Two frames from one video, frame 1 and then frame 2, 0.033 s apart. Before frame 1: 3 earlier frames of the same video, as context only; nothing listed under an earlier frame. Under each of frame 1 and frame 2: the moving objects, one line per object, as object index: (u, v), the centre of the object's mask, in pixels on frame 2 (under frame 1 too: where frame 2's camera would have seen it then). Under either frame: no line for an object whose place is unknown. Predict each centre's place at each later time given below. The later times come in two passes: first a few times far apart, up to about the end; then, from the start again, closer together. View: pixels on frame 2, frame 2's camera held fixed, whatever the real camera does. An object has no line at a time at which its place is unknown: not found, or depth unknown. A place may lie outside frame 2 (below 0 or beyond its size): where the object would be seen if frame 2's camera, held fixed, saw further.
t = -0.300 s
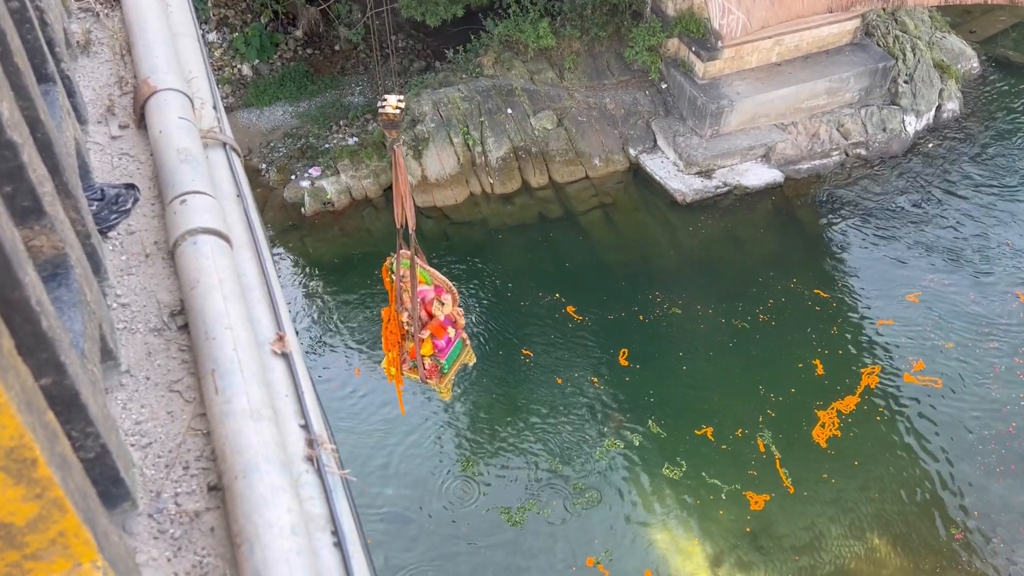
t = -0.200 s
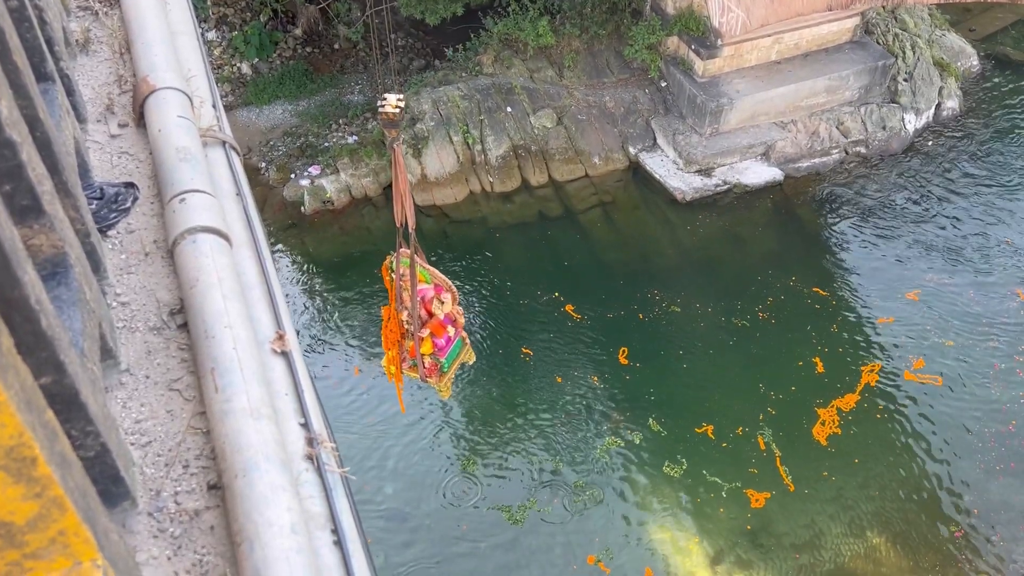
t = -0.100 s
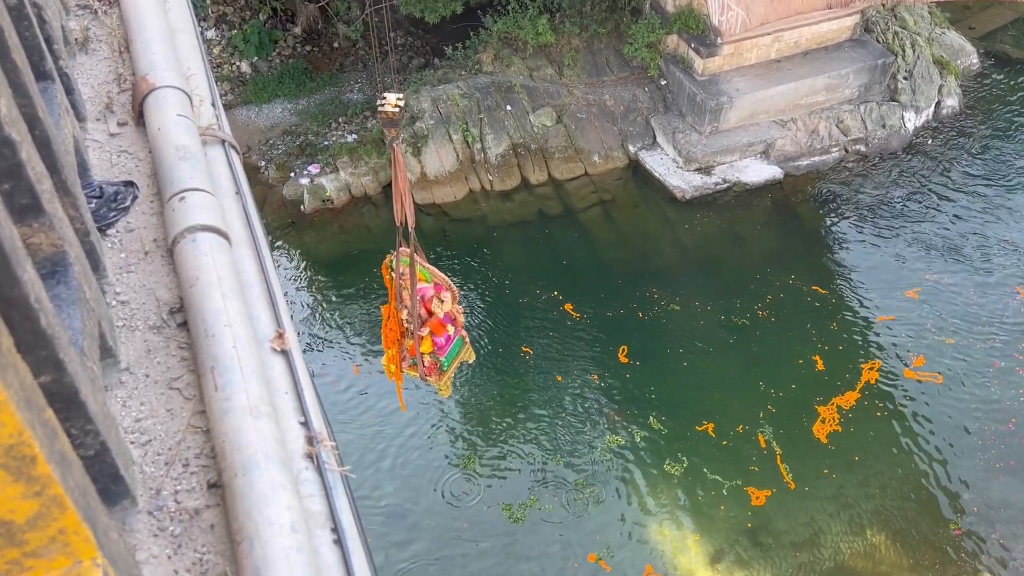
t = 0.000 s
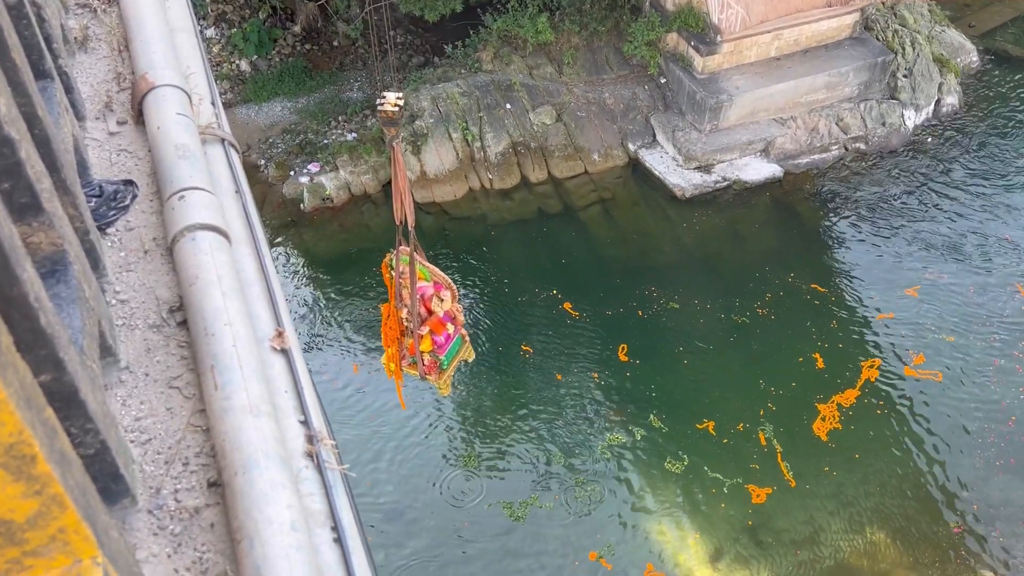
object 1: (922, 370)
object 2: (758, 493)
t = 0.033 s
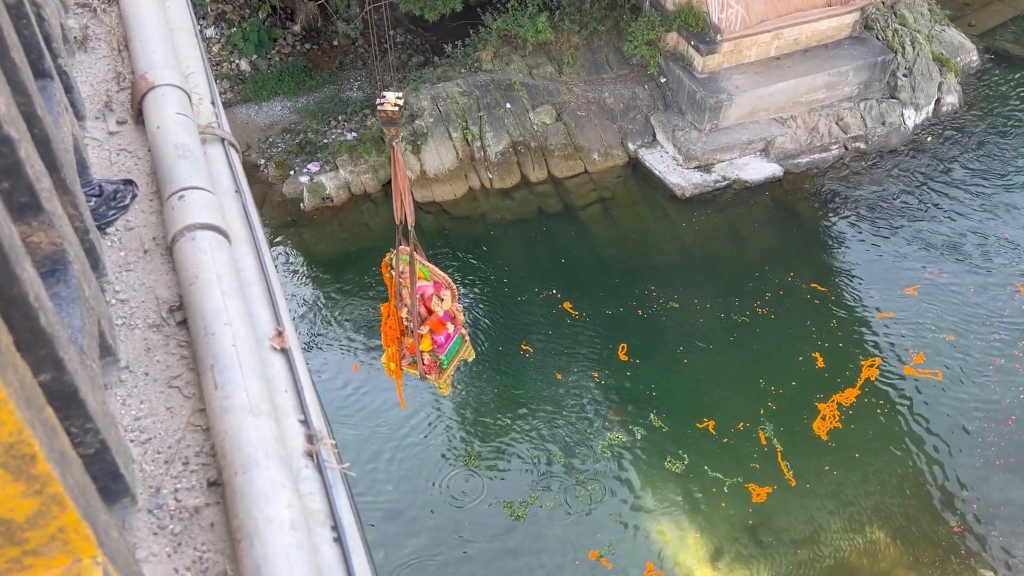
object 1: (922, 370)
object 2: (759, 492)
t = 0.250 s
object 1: (922, 369)
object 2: (760, 491)
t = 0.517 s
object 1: (923, 367)
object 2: (763, 490)
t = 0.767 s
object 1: (923, 366)
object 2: (765, 489)
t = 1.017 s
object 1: (925, 366)
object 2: (767, 487)
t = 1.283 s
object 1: (925, 365)
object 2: (769, 486)
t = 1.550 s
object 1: (926, 365)
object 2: (771, 485)
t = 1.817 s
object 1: (928, 364)
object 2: (773, 484)
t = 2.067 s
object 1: (928, 363)
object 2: (775, 482)
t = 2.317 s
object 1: (929, 363)
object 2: (777, 481)
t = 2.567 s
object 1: (930, 362)
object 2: (778, 480)
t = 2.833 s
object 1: (931, 362)
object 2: (780, 479)
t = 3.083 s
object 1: (932, 361)
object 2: (782, 478)
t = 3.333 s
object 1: (932, 361)
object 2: (784, 477)
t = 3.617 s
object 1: (933, 360)
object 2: (786, 475)
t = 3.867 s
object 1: (935, 359)
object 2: (787, 474)
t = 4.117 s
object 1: (935, 359)
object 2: (789, 473)
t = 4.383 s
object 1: (936, 359)
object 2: (791, 472)
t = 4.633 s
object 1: (937, 358)
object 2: (792, 471)
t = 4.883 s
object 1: (938, 357)
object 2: (794, 470)
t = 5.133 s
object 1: (939, 357)
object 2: (795, 469)
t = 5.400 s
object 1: (939, 356)
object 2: (797, 468)
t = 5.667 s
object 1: (940, 356)
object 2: (799, 467)
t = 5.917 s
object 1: (942, 355)
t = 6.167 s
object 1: (942, 354)
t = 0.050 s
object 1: (923, 369)
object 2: (759, 492)
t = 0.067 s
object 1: (922, 369)
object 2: (759, 492)
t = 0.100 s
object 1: (922, 369)
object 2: (759, 492)
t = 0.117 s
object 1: (922, 369)
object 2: (759, 492)
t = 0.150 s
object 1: (923, 369)
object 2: (760, 492)
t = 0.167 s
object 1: (923, 369)
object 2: (760, 492)
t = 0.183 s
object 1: (923, 369)
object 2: (760, 492)
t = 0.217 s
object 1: (923, 369)
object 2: (760, 492)
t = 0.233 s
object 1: (923, 369)
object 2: (760, 491)
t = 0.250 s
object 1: (922, 369)
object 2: (760, 491)
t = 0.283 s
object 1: (923, 369)
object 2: (761, 491)
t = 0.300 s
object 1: (923, 369)
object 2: (761, 491)
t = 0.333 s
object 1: (923, 369)
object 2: (761, 491)
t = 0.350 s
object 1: (923, 368)
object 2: (761, 491)
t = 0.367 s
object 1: (923, 368)
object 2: (761, 491)
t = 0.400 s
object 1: (924, 368)
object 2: (762, 491)
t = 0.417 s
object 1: (924, 368)
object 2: (762, 490)
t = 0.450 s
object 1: (923, 367)
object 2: (762, 490)
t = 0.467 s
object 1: (923, 367)
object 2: (762, 490)
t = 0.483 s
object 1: (923, 367)
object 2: (762, 490)
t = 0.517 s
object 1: (923, 367)
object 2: (763, 490)
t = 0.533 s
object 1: (923, 367)
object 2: (763, 490)
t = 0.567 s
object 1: (923, 367)
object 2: (763, 490)
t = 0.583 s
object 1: (923, 367)
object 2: (763, 490)
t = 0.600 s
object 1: (922, 367)
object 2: (763, 489)
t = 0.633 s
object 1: (924, 367)
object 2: (764, 489)
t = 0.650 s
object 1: (923, 366)
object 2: (764, 489)
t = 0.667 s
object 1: (923, 367)
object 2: (764, 489)
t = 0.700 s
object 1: (923, 366)
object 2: (764, 489)
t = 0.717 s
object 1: (923, 367)
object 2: (764, 489)
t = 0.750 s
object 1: (923, 367)
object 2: (765, 489)
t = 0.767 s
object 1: (923, 366)
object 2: (765, 489)
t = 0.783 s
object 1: (923, 366)
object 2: (765, 489)
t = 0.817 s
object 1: (924, 366)
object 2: (765, 489)
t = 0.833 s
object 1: (923, 366)
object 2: (765, 488)
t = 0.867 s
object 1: (924, 366)
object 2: (765, 488)
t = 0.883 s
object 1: (925, 366)
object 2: (766, 488)
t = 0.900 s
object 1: (924, 366)
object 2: (766, 488)
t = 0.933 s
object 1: (924, 366)
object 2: (766, 488)
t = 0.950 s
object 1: (924, 366)
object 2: (766, 488)
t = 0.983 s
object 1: (924, 366)
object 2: (767, 487)
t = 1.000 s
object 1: (923, 366)
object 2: (767, 487)
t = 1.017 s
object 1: (925, 366)
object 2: (767, 487)
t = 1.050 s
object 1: (925, 366)
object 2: (767, 487)
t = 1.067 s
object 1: (925, 366)
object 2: (767, 487)
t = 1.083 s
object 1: (925, 366)
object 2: (767, 487)
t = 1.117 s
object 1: (925, 366)
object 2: (768, 487)
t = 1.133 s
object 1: (926, 366)
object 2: (768, 487)
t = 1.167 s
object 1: (925, 366)
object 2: (768, 487)
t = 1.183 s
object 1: (926, 366)
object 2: (768, 486)
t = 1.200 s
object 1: (926, 366)
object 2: (768, 486)
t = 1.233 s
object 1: (925, 365)
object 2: (769, 486)
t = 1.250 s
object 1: (925, 366)
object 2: (769, 486)
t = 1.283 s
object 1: (925, 365)
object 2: (769, 486)
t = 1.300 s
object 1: (925, 365)
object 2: (769, 486)
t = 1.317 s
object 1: (926, 365)
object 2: (769, 486)
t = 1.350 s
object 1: (926, 365)
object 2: (769, 486)
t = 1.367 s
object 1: (926, 365)
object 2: (770, 486)
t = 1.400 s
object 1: (926, 365)
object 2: (770, 485)
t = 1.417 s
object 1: (926, 365)
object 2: (770, 486)
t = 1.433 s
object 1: (926, 365)
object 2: (770, 485)
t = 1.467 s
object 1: (926, 365)
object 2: (770, 485)
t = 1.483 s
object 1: (926, 365)
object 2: (771, 485)
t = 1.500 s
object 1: (925, 365)
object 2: (771, 485)
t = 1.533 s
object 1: (926, 365)
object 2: (771, 485)
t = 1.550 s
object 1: (926, 365)
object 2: (771, 485)
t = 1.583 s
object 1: (926, 364)
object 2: (771, 485)
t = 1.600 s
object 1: (926, 365)
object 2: (771, 484)
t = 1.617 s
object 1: (927, 364)
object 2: (771, 484)
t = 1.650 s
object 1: (927, 365)
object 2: (772, 484)
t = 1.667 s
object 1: (927, 365)
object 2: (772, 484)
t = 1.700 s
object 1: (927, 364)
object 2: (772, 484)
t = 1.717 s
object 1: (927, 364)
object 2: (772, 484)
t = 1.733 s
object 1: (927, 364)
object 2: (772, 484)
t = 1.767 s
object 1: (927, 364)
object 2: (773, 484)
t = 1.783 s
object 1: (927, 365)
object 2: (773, 484)
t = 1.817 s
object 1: (928, 364)
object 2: (773, 484)
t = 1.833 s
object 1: (927, 364)
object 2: (773, 484)
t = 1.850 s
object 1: (928, 364)
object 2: (773, 483)
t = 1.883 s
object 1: (928, 364)
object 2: (773, 483)
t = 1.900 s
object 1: (928, 364)
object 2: (773, 483)
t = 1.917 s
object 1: (928, 364)
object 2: (774, 483)
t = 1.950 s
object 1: (928, 364)
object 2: (774, 483)
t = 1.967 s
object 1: (928, 364)
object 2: (774, 483)
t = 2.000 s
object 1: (928, 364)
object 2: (774, 483)
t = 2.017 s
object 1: (928, 363)
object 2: (774, 483)
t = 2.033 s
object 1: (929, 363)
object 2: (774, 483)
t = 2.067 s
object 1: (928, 363)
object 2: (775, 482)
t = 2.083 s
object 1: (928, 363)
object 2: (775, 482)
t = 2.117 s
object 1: (929, 363)
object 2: (775, 482)
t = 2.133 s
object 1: (929, 363)
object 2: (775, 482)
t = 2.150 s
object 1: (928, 363)
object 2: (775, 482)
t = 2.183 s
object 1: (928, 363)
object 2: (776, 482)
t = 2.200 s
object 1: (928, 363)
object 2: (776, 482)
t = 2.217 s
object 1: (928, 363)
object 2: (776, 482)
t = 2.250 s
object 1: (928, 363)
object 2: (776, 481)
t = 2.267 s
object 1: (928, 363)
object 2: (776, 481)
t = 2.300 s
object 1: (929, 363)
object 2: (777, 481)
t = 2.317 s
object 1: (929, 363)
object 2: (777, 481)
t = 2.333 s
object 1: (929, 363)
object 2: (777, 481)
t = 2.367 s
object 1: (929, 363)
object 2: (777, 481)
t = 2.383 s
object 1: (930, 363)
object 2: (777, 481)
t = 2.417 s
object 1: (930, 363)
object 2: (777, 481)
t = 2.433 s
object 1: (929, 363)
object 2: (777, 481)
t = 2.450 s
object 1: (929, 363)
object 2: (778, 480)
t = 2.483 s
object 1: (929, 363)
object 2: (778, 480)
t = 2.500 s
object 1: (929, 362)
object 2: (778, 480)
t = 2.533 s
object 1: (929, 362)
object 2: (778, 480)
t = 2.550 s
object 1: (929, 362)
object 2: (778, 480)
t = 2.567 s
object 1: (930, 362)
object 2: (778, 480)
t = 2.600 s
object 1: (930, 362)
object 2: (779, 480)
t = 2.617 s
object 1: (930, 362)
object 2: (779, 480)
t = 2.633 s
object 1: (930, 362)
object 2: (779, 480)
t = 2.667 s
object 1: (930, 362)
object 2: (779, 480)
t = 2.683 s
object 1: (930, 362)
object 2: (779, 480)
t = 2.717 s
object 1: (931, 362)
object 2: (779, 479)
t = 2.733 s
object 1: (931, 362)
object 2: (780, 479)
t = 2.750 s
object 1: (931, 362)
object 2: (780, 479)
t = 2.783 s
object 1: (931, 362)
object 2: (780, 479)
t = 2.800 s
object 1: (931, 362)
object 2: (780, 479)
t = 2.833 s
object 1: (931, 362)
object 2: (780, 479)
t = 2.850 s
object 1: (931, 362)
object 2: (780, 479)
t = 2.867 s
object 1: (931, 361)
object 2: (781, 479)
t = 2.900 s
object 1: (931, 361)
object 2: (781, 478)
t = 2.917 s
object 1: (931, 361)
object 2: (781, 479)
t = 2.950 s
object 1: (932, 361)
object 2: (781, 478)
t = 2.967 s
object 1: (932, 361)
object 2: (781, 478)
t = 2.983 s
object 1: (932, 361)
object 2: (781, 478)
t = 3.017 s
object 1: (932, 361)
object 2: (782, 478)
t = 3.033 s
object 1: (932, 361)
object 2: (782, 478)
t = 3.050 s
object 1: (932, 361)
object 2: (782, 478)
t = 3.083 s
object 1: (932, 361)
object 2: (782, 478)
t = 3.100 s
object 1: (933, 361)
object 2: (782, 478)
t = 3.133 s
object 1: (932, 361)
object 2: (782, 478)
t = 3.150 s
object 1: (932, 361)
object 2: (783, 477)
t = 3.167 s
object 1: (932, 361)
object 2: (783, 477)
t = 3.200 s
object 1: (932, 361)
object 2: (783, 477)
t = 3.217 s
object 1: (932, 361)
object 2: (783, 477)
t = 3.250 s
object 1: (932, 361)
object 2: (783, 477)
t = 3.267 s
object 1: (932, 361)
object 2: (783, 477)
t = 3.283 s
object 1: (932, 361)
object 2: (783, 477)
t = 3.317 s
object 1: (932, 361)
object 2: (784, 477)
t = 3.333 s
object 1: (932, 361)
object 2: (784, 477)
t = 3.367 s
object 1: (932, 361)
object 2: (784, 476)
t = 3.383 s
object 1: (932, 360)
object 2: (784, 476)
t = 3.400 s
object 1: (932, 360)
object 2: (784, 476)
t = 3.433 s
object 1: (933, 360)
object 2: (785, 476)
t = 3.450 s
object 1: (933, 360)
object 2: (785, 476)
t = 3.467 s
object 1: (933, 360)
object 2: (785, 476)
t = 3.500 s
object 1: (933, 360)
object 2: (785, 476)
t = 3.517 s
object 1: (933, 360)
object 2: (785, 476)
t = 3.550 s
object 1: (934, 360)
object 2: (785, 476)
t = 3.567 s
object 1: (933, 360)
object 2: (785, 476)
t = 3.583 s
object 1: (934, 360)
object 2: (785, 476)
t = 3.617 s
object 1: (933, 360)
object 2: (786, 475)
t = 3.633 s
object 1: (934, 360)
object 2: (786, 475)
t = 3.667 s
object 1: (934, 360)
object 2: (786, 475)
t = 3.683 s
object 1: (933, 360)
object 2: (786, 475)
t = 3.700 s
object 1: (934, 360)
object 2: (786, 475)
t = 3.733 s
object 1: (934, 360)
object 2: (786, 475)
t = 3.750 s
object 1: (935, 360)
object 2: (787, 475)
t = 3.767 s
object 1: (935, 360)
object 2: (787, 475)
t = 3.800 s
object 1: (934, 360)
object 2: (787, 475)
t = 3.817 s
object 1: (934, 360)
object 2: (787, 475)
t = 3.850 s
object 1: (934, 359)
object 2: (787, 474)
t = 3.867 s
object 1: (935, 359)
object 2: (787, 474)
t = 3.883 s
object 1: (934, 359)
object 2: (787, 474)
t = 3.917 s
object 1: (935, 359)
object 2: (788, 474)
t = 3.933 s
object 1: (935, 359)
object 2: (788, 474)
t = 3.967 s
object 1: (935, 359)
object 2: (788, 474)
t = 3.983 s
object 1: (935, 359)
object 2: (788, 474)
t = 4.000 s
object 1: (935, 359)
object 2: (788, 474)
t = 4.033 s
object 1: (935, 359)
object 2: (789, 474)
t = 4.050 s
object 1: (935, 359)
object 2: (789, 474)
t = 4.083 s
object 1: (935, 359)
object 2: (789, 473)
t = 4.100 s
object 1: (935, 359)
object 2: (789, 473)
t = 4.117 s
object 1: (935, 359)
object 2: (789, 473)
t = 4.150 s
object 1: (935, 359)
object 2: (789, 473)
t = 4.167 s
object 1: (935, 359)
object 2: (789, 473)
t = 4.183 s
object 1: (936, 359)
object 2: (790, 473)
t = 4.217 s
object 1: (936, 359)
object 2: (790, 473)
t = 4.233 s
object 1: (935, 359)
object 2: (790, 473)
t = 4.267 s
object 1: (936, 359)
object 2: (790, 473)
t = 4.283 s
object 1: (936, 359)
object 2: (790, 473)
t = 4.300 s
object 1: (935, 359)
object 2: (790, 473)
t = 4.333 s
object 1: (935, 359)
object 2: (790, 472)
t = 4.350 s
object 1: (935, 359)
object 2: (790, 472)
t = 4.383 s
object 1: (936, 359)
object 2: (791, 472)
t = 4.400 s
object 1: (936, 359)
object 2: (791, 472)
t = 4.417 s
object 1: (936, 358)
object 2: (791, 472)
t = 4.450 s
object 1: (936, 358)
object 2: (791, 472)
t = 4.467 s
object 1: (937, 358)
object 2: (791, 472)
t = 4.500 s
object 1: (937, 358)
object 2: (791, 472)
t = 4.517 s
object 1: (936, 358)
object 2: (792, 472)
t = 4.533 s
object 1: (936, 359)
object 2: (792, 472)
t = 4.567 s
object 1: (937, 358)
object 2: (792, 471)
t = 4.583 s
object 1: (937, 358)
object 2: (792, 471)
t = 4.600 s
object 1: (936, 358)
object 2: (792, 471)
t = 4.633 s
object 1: (937, 358)
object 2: (792, 471)
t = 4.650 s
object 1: (937, 358)
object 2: (792, 471)
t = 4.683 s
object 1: (937, 358)
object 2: (792, 471)
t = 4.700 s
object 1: (937, 358)
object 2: (793, 471)
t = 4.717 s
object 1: (937, 358)
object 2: (793, 471)
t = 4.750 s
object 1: (937, 358)
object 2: (793, 471)
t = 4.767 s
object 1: (938, 358)
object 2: (793, 471)
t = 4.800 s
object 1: (937, 358)
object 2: (793, 470)
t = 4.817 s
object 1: (937, 358)
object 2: (793, 470)
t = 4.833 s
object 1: (937, 358)
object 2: (793, 470)
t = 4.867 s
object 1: (937, 358)
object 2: (794, 470)
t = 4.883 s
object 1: (938, 357)
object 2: (794, 470)
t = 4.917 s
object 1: (937, 357)
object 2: (794, 470)
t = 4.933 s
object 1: (937, 357)
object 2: (794, 470)
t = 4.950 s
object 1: (937, 357)
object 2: (794, 470)
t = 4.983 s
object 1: (937, 357)
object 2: (794, 470)
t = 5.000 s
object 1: (937, 357)
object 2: (795, 470)
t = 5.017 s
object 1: (938, 357)
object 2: (795, 470)
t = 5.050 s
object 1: (938, 357)
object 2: (795, 469)
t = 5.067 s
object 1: (938, 357)
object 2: (795, 469)
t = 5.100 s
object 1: (938, 357)
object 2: (795, 469)
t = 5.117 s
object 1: (938, 357)
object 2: (795, 469)
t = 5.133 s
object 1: (939, 357)
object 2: (795, 469)
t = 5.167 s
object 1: (939, 356)
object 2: (796, 469)
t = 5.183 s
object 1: (939, 356)
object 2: (796, 469)
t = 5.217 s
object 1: (939, 356)
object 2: (796, 469)
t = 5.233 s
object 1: (938, 357)
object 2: (796, 469)
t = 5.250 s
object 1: (939, 357)
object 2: (796, 469)
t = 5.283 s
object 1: (938, 357)
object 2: (796, 469)
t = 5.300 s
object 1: (939, 356)
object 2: (796, 469)
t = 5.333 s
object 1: (939, 357)
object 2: (797, 468)
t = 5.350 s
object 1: (939, 356)
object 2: (797, 468)
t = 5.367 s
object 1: (939, 356)
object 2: (797, 468)
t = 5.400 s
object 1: (939, 356)
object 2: (797, 468)
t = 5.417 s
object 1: (939, 356)
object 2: (797, 468)
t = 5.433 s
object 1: (940, 356)
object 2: (797, 468)
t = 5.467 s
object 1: (940, 356)
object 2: (797, 468)
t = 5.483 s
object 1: (940, 356)
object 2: (798, 468)
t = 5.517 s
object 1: (940, 356)
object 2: (798, 468)
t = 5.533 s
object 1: (939, 356)
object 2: (798, 467)
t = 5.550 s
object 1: (940, 356)
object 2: (798, 467)
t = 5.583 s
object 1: (941, 356)
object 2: (798, 467)
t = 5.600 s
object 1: (941, 355)
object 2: (798, 467)
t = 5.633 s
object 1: (940, 356)
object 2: (799, 467)
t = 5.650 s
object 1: (940, 356)
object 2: (799, 467)
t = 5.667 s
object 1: (940, 356)
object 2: (799, 467)
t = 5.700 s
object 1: (941, 355)
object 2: (799, 467)
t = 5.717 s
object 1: (941, 355)
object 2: (799, 467)
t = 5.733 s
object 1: (941, 355)
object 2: (799, 467)
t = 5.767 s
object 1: (941, 355)
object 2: (799, 466)
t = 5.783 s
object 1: (941, 355)
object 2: (799, 466)
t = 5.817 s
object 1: (940, 355)
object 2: (800, 466)
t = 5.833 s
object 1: (942, 355)
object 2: (800, 466)
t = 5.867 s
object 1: (942, 355)
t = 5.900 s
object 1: (942, 355)
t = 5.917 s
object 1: (942, 355)
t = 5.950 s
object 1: (942, 355)
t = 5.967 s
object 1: (942, 355)
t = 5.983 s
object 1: (941, 355)
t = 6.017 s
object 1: (942, 354)
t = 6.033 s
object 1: (942, 354)
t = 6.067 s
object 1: (942, 354)
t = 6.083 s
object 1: (942, 354)
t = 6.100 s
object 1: (942, 354)
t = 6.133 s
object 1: (942, 354)
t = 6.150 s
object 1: (942, 354)
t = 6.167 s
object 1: (942, 354)
